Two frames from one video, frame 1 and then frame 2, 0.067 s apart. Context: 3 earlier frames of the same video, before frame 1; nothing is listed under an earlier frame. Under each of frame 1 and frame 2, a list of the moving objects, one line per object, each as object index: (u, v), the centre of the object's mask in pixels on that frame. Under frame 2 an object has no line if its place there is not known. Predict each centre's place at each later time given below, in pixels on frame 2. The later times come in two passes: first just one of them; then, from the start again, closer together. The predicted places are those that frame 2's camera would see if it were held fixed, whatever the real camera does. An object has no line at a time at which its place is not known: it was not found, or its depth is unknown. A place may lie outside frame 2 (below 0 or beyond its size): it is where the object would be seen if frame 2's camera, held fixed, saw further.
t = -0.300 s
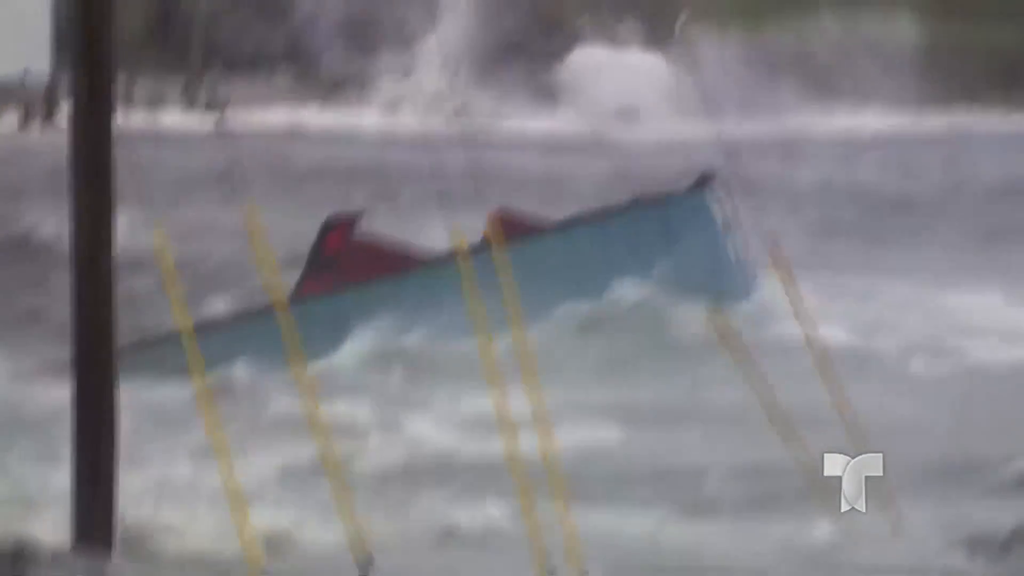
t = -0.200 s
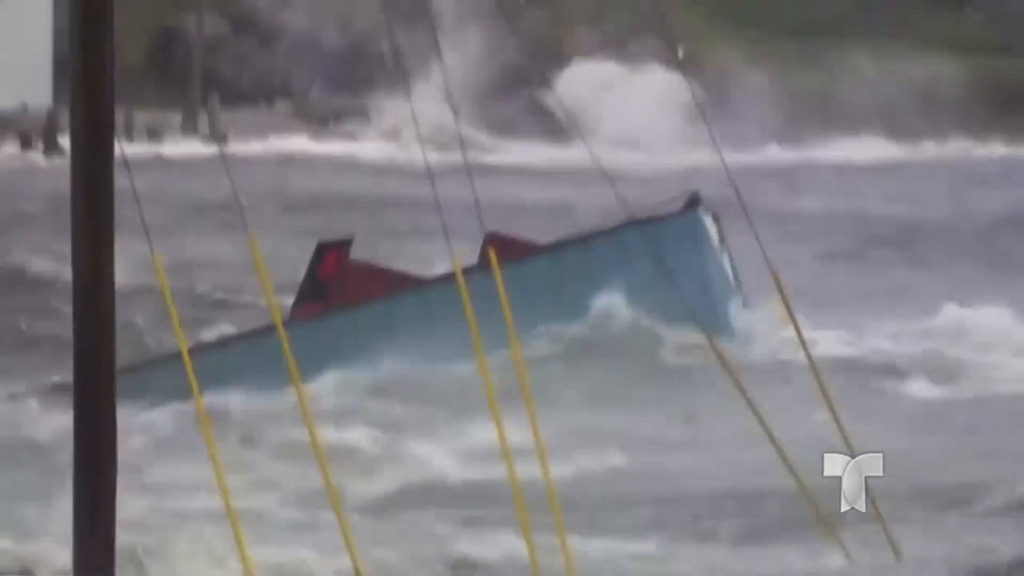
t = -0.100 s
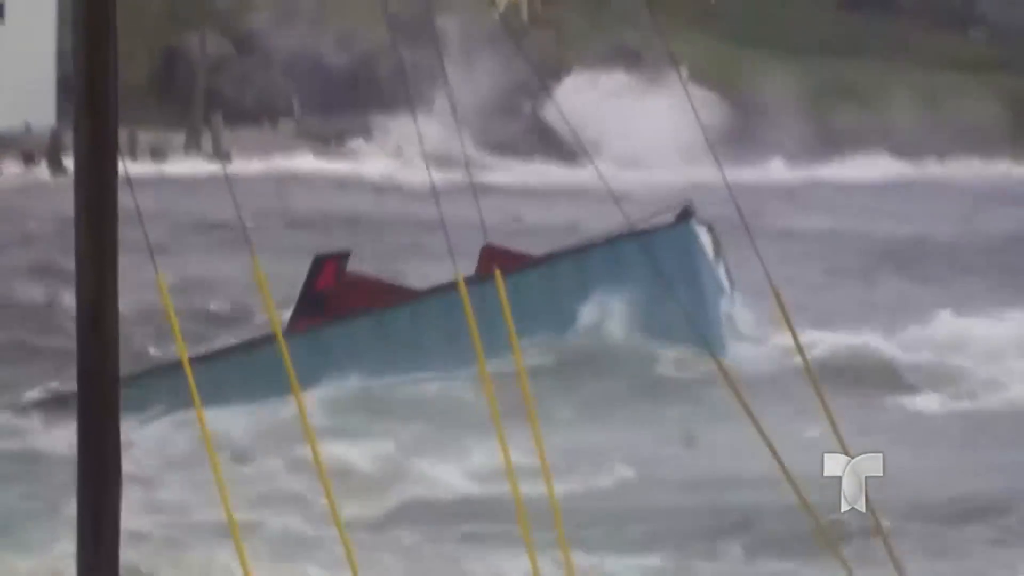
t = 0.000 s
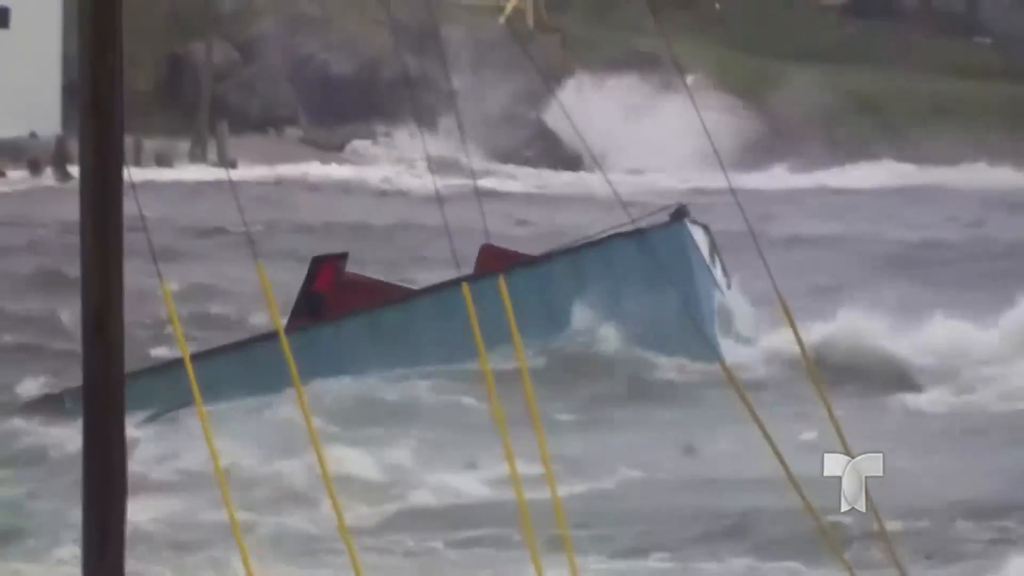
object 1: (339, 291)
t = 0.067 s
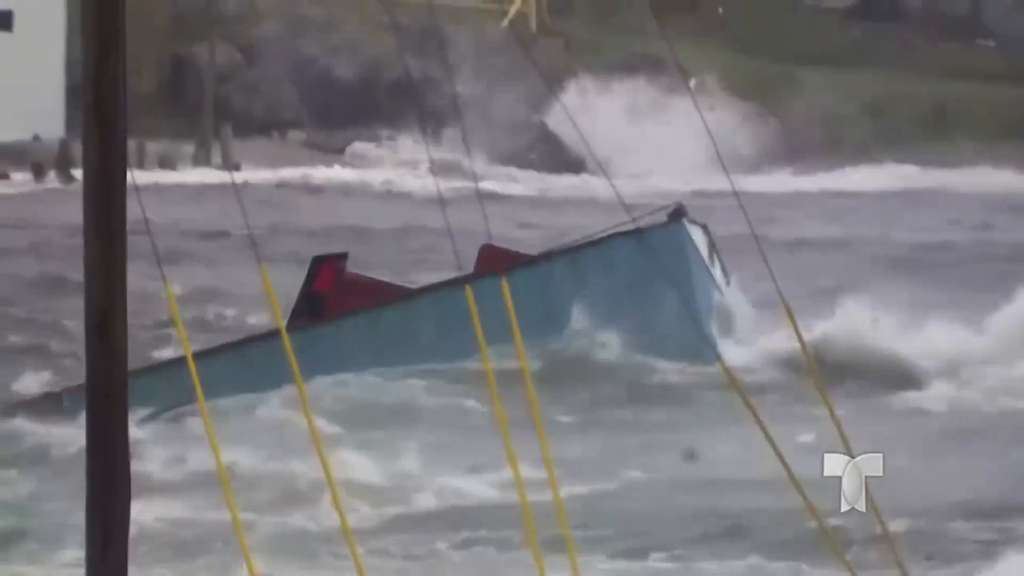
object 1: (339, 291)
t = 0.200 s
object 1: (327, 279)
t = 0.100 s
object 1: (335, 287)
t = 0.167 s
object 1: (331, 283)
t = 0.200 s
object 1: (327, 279)
